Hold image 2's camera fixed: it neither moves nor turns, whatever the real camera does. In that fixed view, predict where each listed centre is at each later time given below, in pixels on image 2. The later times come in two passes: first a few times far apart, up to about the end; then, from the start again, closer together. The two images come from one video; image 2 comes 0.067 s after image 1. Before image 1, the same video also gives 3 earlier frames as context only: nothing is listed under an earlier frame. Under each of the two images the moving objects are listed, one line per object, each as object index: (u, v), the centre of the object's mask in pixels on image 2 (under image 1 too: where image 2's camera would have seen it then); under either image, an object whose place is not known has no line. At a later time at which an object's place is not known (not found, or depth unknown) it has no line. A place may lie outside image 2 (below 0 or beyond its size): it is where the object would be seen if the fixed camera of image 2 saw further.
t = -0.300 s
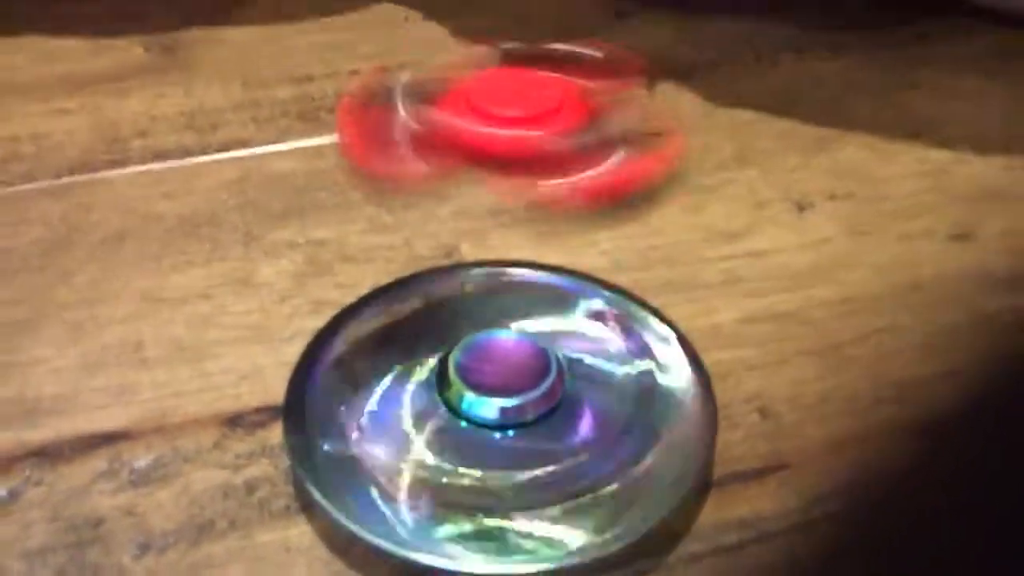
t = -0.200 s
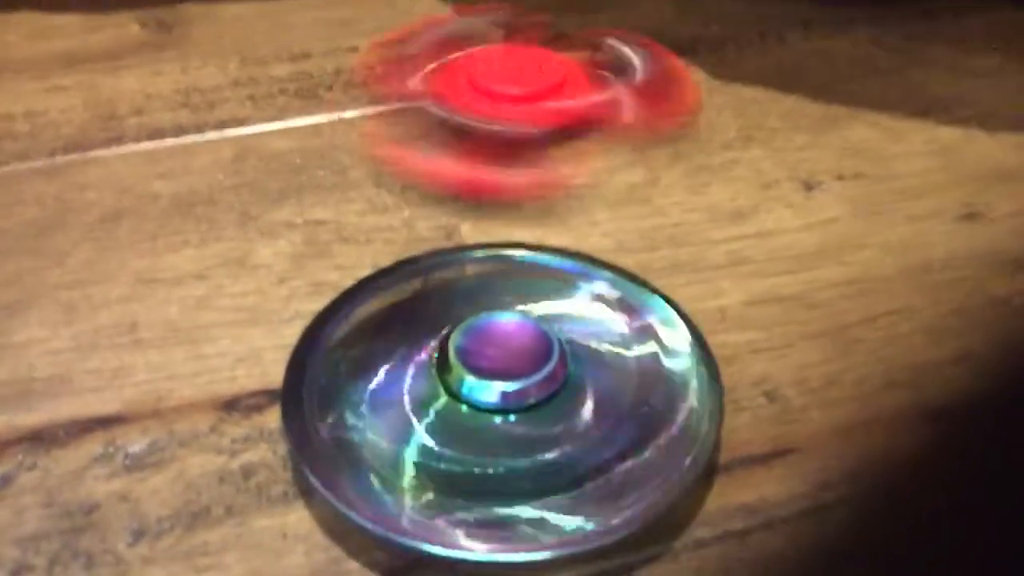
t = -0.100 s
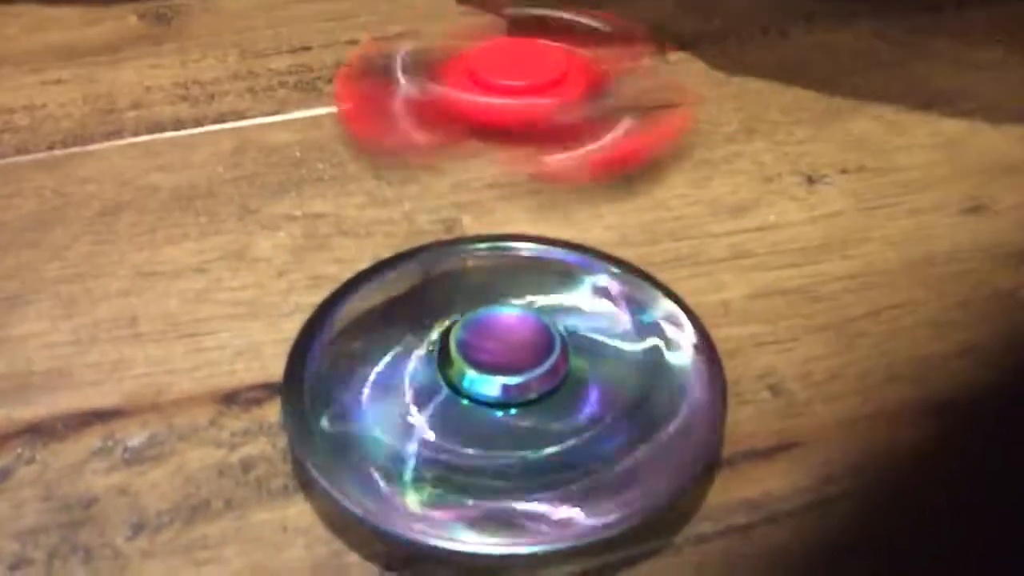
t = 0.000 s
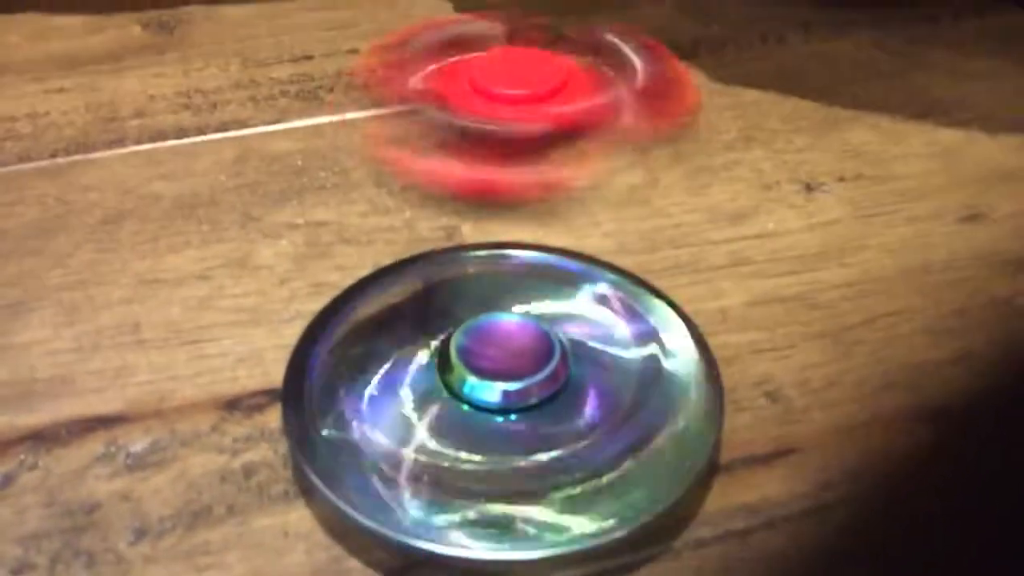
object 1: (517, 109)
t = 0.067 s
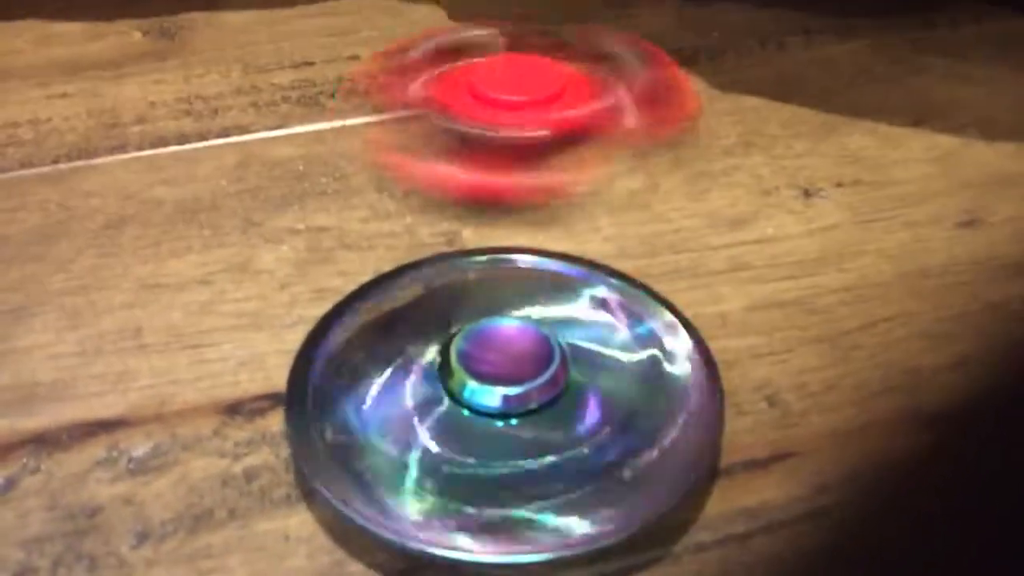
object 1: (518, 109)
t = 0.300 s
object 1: (519, 111)
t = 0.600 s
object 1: (515, 108)
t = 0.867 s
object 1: (517, 109)
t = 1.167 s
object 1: (514, 111)
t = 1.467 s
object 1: (521, 109)
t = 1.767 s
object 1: (515, 109)
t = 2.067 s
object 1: (516, 109)
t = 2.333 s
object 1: (512, 111)
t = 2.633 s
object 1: (527, 110)
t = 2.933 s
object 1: (521, 110)
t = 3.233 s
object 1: (517, 110)
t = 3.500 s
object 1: (516, 109)
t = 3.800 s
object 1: (512, 110)
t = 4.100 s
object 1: (518, 108)
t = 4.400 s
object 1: (524, 106)
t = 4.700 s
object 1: (523, 113)
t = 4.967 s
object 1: (524, 114)
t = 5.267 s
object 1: (528, 109)
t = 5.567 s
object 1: (519, 112)
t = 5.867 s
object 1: (524, 111)
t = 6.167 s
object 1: (521, 114)
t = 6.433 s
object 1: (522, 116)
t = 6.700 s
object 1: (507, 145)
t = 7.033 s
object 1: (518, 110)
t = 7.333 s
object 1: (515, 109)
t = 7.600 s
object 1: (516, 112)
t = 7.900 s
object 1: (518, 113)
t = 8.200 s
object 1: (516, 109)
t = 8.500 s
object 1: (517, 106)
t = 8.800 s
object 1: (519, 110)
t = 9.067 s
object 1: (516, 110)
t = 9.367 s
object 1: (516, 111)
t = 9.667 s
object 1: (517, 111)
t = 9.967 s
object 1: (521, 108)
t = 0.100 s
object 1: (519, 109)
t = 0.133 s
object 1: (515, 109)
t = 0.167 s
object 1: (520, 109)
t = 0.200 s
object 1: (518, 109)
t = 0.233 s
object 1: (519, 108)
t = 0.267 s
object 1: (516, 109)
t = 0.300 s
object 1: (519, 111)
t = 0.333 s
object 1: (514, 109)
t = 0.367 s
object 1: (521, 108)
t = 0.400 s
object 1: (514, 109)
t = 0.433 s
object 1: (518, 108)
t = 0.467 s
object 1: (515, 108)
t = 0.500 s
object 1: (516, 109)
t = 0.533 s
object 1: (514, 109)
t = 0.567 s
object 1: (515, 108)
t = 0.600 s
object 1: (515, 108)
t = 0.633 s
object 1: (517, 107)
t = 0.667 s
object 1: (517, 110)
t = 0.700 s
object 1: (515, 109)
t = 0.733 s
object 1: (521, 112)
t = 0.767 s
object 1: (516, 109)
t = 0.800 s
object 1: (519, 113)
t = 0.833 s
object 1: (517, 107)
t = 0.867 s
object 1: (517, 109)
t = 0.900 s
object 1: (516, 110)
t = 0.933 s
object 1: (515, 110)
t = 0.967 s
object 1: (515, 108)
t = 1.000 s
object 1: (516, 110)
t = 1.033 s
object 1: (517, 112)
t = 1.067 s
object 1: (519, 110)
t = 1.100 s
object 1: (515, 111)
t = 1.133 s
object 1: (516, 112)
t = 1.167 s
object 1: (514, 111)
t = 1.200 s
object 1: (519, 111)
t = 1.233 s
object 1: (513, 111)
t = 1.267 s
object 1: (520, 110)
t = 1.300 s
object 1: (514, 111)
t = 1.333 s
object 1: (520, 112)
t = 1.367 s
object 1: (513, 110)
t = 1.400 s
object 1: (519, 110)
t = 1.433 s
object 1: (508, 109)
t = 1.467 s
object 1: (521, 109)
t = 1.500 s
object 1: (519, 111)
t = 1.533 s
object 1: (518, 111)
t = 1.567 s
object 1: (515, 109)
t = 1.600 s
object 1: (520, 110)
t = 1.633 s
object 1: (517, 110)
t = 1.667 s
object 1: (520, 109)
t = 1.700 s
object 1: (518, 110)
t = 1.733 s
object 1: (521, 110)
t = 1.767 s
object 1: (515, 109)
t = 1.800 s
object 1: (519, 109)
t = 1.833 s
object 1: (516, 109)
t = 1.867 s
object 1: (522, 108)
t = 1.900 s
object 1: (518, 110)
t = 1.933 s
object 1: (516, 109)
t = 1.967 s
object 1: (517, 111)
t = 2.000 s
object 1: (516, 108)
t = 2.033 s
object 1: (515, 109)
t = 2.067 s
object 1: (516, 109)
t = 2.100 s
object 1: (518, 109)
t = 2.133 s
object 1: (517, 108)
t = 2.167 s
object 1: (514, 112)
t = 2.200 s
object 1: (515, 109)
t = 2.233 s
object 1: (517, 109)
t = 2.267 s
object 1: (515, 107)
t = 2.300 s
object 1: (519, 110)
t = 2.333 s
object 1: (512, 111)
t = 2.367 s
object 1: (520, 110)
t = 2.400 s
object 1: (509, 110)
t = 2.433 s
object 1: (520, 109)
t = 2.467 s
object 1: (515, 109)
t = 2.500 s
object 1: (522, 109)
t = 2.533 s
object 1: (517, 110)
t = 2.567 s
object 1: (525, 110)
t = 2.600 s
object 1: (516, 109)
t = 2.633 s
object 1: (527, 110)
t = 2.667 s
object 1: (517, 109)
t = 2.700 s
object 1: (523, 109)
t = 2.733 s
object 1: (519, 109)
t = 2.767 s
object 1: (521, 110)
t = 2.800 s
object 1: (518, 110)
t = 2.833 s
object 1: (516, 114)
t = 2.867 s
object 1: (519, 111)
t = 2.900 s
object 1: (517, 108)
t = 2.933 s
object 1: (521, 110)
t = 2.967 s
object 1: (515, 110)
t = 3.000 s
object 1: (516, 110)
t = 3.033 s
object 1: (516, 109)
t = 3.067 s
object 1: (517, 109)
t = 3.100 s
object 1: (513, 109)
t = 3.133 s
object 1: (519, 110)
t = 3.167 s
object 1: (516, 110)
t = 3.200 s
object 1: (520, 111)
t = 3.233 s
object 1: (517, 110)
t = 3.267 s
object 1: (523, 107)
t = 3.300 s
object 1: (519, 111)
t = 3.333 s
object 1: (523, 107)
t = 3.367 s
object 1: (520, 110)
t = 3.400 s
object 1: (520, 109)
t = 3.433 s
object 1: (515, 110)
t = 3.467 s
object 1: (520, 109)
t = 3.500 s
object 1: (516, 109)
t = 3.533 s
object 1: (519, 107)
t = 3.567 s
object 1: (520, 109)
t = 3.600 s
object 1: (517, 108)
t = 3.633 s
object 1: (517, 113)
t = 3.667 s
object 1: (513, 110)
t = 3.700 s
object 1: (522, 112)
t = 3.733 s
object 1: (512, 110)
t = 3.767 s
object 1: (525, 110)
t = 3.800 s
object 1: (512, 110)
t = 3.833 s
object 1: (524, 109)
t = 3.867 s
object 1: (513, 109)
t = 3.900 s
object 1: (523, 109)
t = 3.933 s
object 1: (515, 111)
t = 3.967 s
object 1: (523, 108)
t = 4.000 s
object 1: (519, 109)
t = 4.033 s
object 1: (521, 109)
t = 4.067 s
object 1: (518, 110)
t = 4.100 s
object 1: (518, 108)
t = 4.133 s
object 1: (516, 110)
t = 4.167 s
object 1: (515, 107)
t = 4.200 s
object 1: (522, 108)
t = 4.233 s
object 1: (514, 111)
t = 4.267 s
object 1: (519, 110)
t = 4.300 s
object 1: (510, 111)
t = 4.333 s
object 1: (521, 109)
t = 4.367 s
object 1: (514, 109)
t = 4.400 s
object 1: (524, 106)
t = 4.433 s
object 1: (517, 109)
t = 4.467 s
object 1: (522, 108)
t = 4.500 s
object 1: (518, 110)
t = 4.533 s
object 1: (523, 108)
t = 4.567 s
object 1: (517, 108)
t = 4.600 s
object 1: (521, 108)
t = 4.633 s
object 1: (526, 112)
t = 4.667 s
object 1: (517, 110)
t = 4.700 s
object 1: (523, 113)
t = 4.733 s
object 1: (513, 112)
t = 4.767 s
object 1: (525, 111)
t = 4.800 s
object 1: (513, 113)
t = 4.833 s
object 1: (518, 114)
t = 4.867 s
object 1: (520, 114)
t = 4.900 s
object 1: (515, 117)
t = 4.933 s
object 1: (529, 119)
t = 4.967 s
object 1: (524, 114)
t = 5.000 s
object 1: (525, 118)
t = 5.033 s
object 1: (521, 115)
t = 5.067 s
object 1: (518, 113)
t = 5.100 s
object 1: (518, 117)
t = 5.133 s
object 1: (519, 110)
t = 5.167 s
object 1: (516, 111)
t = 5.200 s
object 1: (522, 111)
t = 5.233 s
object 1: (521, 109)
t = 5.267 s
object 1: (528, 109)
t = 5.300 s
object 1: (515, 109)
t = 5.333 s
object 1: (524, 110)
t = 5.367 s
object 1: (516, 111)
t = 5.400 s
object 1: (524, 109)
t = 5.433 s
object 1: (518, 110)
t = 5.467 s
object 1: (519, 108)
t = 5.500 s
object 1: (519, 109)
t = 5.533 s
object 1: (516, 111)
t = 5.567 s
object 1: (519, 112)
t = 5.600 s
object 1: (512, 114)
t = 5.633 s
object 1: (518, 111)
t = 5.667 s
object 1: (518, 112)
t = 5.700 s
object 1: (527, 111)
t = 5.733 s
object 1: (522, 109)
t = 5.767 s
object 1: (526, 110)
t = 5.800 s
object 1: (522, 109)
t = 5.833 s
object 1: (525, 110)
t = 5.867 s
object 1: (524, 111)
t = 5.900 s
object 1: (518, 108)
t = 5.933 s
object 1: (523, 110)
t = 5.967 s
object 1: (514, 110)
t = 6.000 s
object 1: (525, 110)
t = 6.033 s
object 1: (515, 114)
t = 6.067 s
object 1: (518, 113)
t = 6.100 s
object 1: (517, 114)
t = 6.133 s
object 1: (521, 112)
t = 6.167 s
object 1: (521, 114)
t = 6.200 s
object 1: (518, 114)
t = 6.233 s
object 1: (517, 115)
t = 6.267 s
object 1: (512, 116)
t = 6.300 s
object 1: (524, 119)
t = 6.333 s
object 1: (511, 117)
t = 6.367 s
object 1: (517, 119)
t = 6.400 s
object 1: (516, 116)
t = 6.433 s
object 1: (522, 116)
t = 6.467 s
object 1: (519, 118)
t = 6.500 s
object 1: (521, 117)
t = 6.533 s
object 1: (518, 123)
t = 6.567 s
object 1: (515, 121)
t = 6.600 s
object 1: (516, 131)
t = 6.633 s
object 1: (513, 130)
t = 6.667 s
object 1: (521, 144)
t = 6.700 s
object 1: (507, 145)
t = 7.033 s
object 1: (518, 110)
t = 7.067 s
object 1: (525, 109)
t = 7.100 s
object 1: (517, 109)
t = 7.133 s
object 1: (526, 109)
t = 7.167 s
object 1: (519, 108)
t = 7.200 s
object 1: (520, 107)
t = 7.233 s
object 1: (521, 109)
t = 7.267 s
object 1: (519, 108)
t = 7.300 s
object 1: (521, 110)
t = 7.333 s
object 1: (515, 109)
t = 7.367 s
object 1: (523, 110)
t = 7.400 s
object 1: (515, 107)
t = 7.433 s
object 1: (522, 108)
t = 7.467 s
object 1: (515, 111)
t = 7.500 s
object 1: (516, 109)
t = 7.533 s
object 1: (515, 110)
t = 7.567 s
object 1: (516, 107)
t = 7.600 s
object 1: (516, 112)
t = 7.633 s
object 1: (519, 109)
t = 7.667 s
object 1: (516, 109)
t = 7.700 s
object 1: (518, 109)
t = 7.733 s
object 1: (516, 108)
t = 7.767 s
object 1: (514, 112)
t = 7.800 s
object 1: (515, 108)
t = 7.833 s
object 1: (518, 108)
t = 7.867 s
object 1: (510, 110)
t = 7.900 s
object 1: (518, 113)
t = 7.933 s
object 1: (506, 111)
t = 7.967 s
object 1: (521, 111)
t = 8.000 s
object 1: (513, 109)
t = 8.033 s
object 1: (517, 110)
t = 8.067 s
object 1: (514, 107)
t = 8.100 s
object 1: (515, 108)
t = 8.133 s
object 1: (515, 110)
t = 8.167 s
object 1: (511, 107)
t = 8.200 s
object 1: (516, 109)
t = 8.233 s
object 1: (513, 108)
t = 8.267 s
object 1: (517, 110)
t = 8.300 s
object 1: (517, 106)
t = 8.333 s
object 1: (517, 108)
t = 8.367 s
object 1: (521, 106)
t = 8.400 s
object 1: (527, 103)
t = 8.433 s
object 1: (518, 113)
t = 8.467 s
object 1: (509, 110)
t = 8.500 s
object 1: (517, 106)
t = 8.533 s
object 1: (514, 110)
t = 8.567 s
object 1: (517, 107)
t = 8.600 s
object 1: (517, 107)
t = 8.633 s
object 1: (518, 110)
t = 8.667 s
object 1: (516, 107)
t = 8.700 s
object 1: (517, 107)
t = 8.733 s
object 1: (516, 111)
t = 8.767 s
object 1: (513, 109)
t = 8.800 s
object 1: (519, 110)
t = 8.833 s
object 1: (517, 110)
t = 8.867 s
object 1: (517, 109)
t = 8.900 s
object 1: (513, 111)
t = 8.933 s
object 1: (521, 109)
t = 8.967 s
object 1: (516, 111)
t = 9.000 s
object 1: (517, 109)
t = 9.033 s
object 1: (515, 110)
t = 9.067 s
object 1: (516, 110)
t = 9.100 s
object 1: (518, 109)
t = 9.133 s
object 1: (516, 110)
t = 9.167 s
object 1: (516, 109)
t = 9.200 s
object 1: (515, 109)
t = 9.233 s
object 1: (517, 110)
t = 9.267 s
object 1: (521, 111)
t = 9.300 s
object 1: (516, 112)
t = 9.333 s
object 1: (514, 110)
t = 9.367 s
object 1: (516, 111)
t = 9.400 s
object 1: (517, 107)
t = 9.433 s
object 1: (519, 111)
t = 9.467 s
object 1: (521, 107)
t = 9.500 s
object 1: (521, 109)
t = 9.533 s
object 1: (515, 109)
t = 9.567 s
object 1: (516, 111)
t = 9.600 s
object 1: (512, 110)
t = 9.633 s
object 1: (516, 111)
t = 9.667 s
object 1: (517, 111)
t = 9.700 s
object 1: (520, 108)
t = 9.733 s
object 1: (520, 109)
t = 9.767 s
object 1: (516, 110)
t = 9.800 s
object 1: (521, 109)
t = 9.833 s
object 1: (510, 111)
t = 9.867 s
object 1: (522, 109)
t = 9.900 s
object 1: (515, 108)
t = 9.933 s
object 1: (520, 107)
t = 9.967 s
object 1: (521, 108)
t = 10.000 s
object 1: (516, 107)
